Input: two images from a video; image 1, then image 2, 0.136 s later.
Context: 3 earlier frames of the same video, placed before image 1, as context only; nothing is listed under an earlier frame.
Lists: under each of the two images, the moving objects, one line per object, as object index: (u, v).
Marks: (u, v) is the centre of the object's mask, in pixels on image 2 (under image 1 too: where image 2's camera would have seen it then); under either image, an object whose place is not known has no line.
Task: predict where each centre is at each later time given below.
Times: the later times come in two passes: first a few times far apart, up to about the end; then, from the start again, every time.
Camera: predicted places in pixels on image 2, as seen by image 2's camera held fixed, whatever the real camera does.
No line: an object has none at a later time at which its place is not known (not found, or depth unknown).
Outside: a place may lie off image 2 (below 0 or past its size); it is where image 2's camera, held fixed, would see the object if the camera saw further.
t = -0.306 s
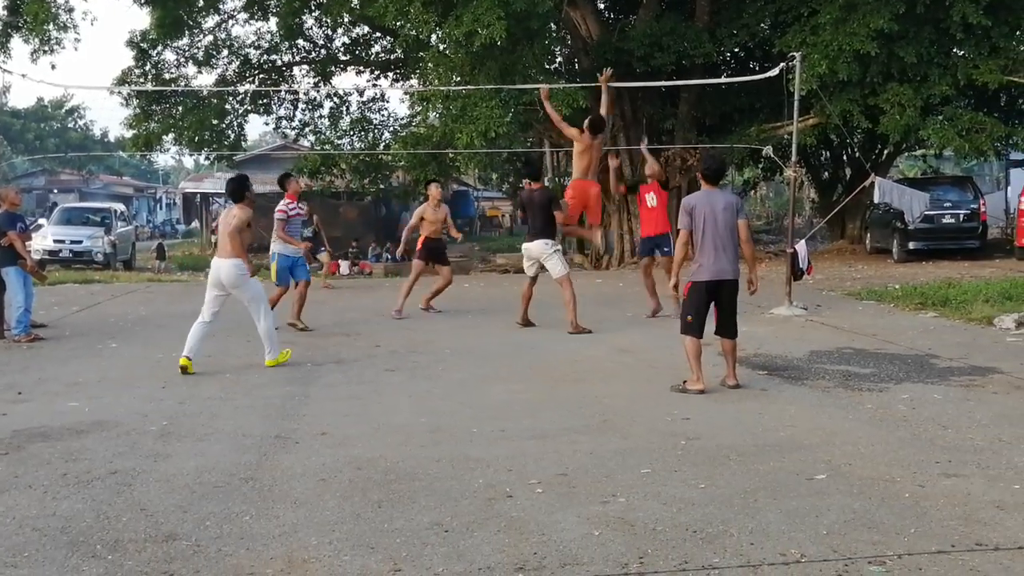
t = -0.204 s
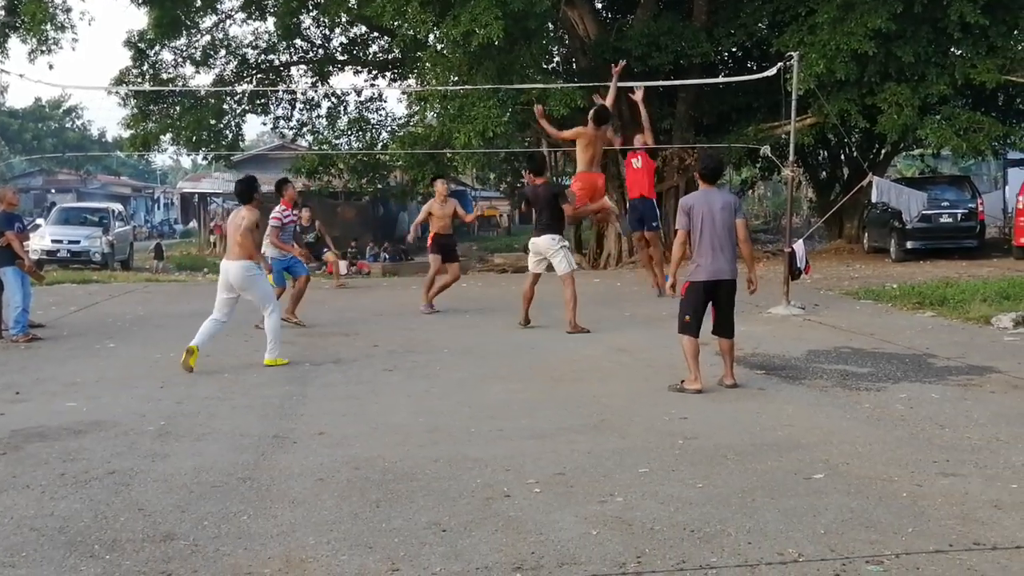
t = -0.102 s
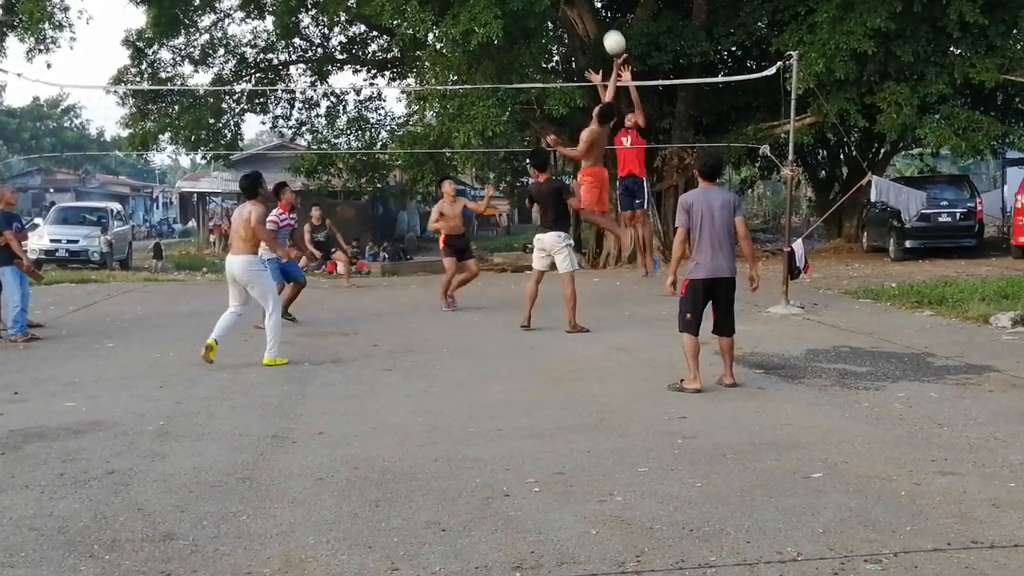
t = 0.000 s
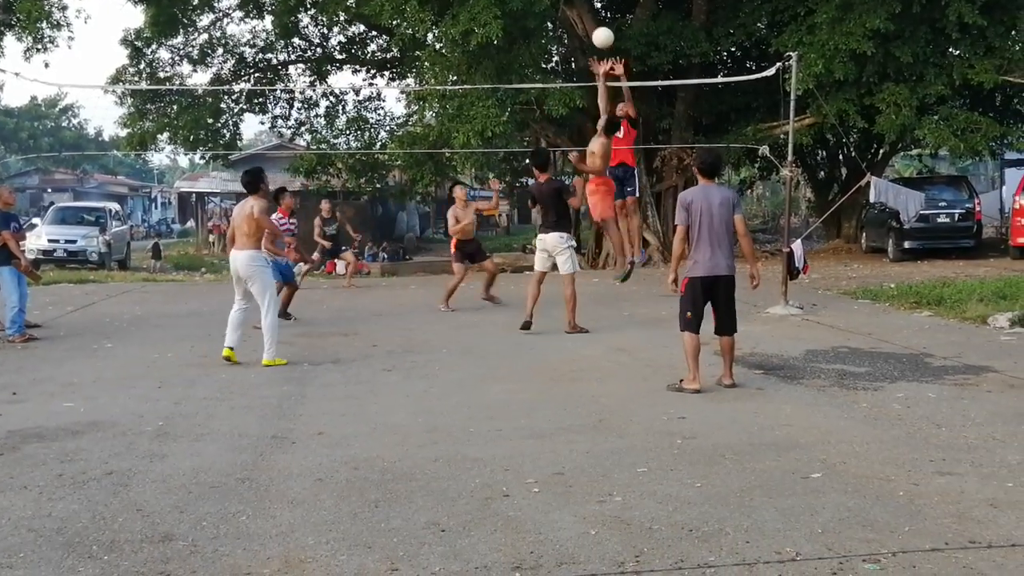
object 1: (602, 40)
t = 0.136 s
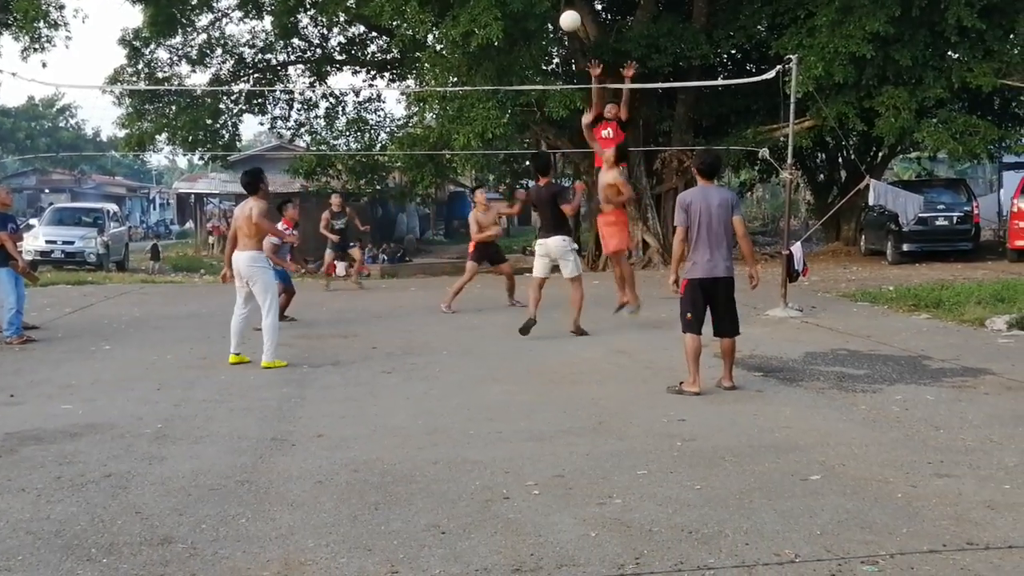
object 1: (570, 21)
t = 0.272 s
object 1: (537, 20)
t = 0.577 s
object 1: (461, 85)
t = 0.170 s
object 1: (562, 19)
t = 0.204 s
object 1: (553, 18)
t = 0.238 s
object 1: (545, 18)
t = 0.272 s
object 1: (537, 20)
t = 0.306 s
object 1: (529, 22)
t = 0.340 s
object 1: (520, 26)
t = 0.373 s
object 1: (512, 31)
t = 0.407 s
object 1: (503, 37)
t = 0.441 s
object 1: (495, 44)
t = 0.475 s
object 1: (487, 52)
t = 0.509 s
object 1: (478, 62)
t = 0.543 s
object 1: (470, 73)
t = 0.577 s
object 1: (461, 85)
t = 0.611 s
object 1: (453, 99)
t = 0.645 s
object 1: (445, 113)
